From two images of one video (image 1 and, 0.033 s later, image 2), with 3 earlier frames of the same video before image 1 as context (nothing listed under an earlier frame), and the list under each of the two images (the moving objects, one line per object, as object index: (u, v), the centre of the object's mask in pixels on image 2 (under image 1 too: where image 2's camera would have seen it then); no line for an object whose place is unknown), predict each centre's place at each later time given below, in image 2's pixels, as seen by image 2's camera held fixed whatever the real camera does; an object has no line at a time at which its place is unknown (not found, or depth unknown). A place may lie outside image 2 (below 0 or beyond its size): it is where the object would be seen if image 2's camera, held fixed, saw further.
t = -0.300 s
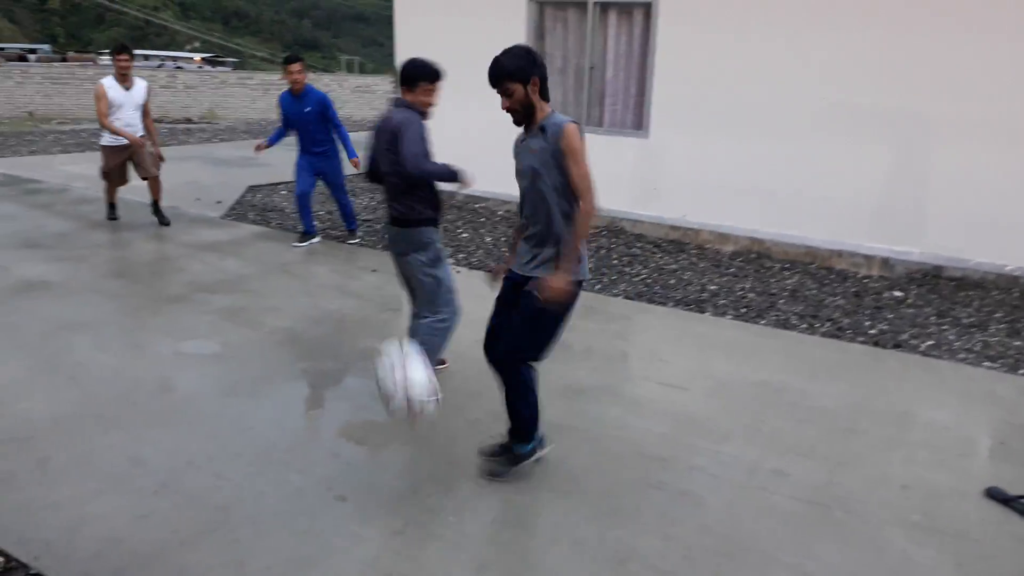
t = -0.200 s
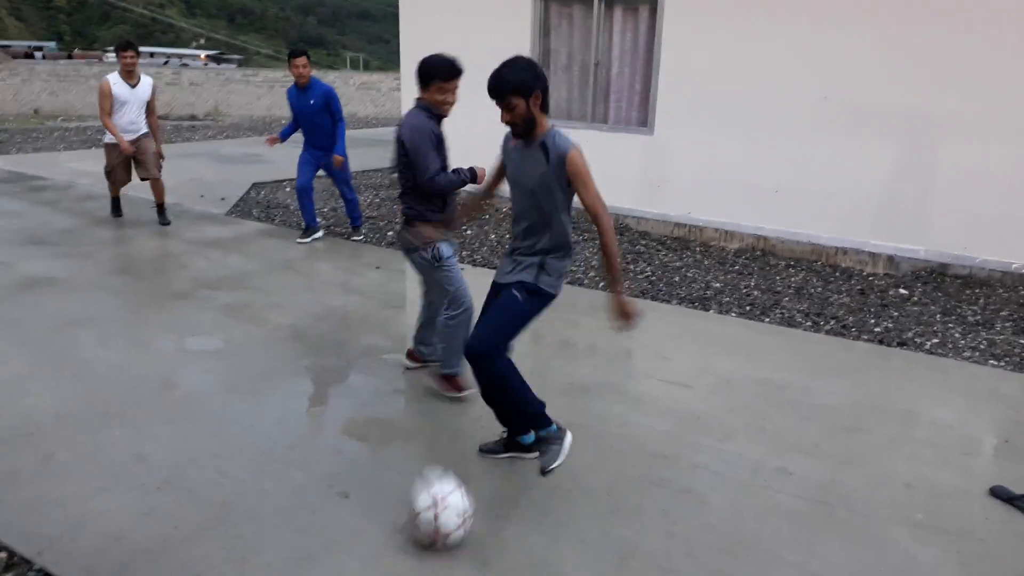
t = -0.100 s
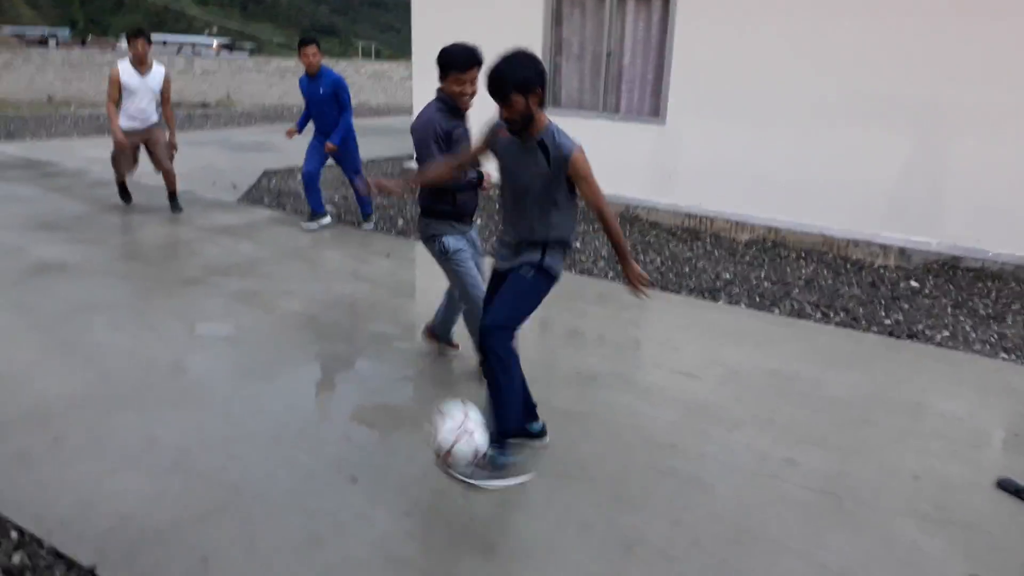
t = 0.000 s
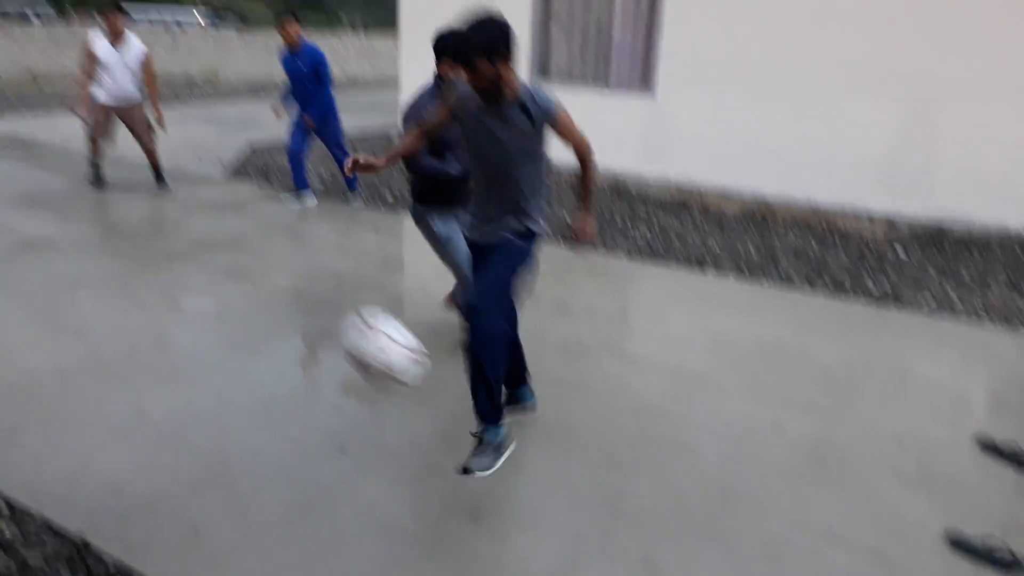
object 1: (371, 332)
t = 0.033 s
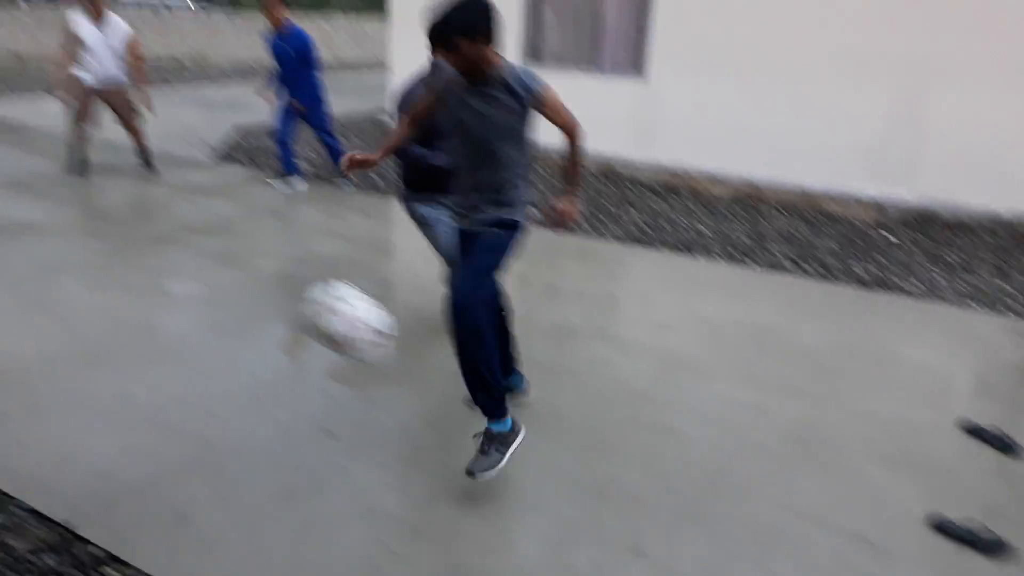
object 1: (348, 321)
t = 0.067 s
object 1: (321, 306)
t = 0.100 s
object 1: (296, 296)
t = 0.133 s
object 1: (268, 287)
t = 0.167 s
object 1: (239, 284)
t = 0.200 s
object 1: (211, 280)
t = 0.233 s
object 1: (183, 283)
